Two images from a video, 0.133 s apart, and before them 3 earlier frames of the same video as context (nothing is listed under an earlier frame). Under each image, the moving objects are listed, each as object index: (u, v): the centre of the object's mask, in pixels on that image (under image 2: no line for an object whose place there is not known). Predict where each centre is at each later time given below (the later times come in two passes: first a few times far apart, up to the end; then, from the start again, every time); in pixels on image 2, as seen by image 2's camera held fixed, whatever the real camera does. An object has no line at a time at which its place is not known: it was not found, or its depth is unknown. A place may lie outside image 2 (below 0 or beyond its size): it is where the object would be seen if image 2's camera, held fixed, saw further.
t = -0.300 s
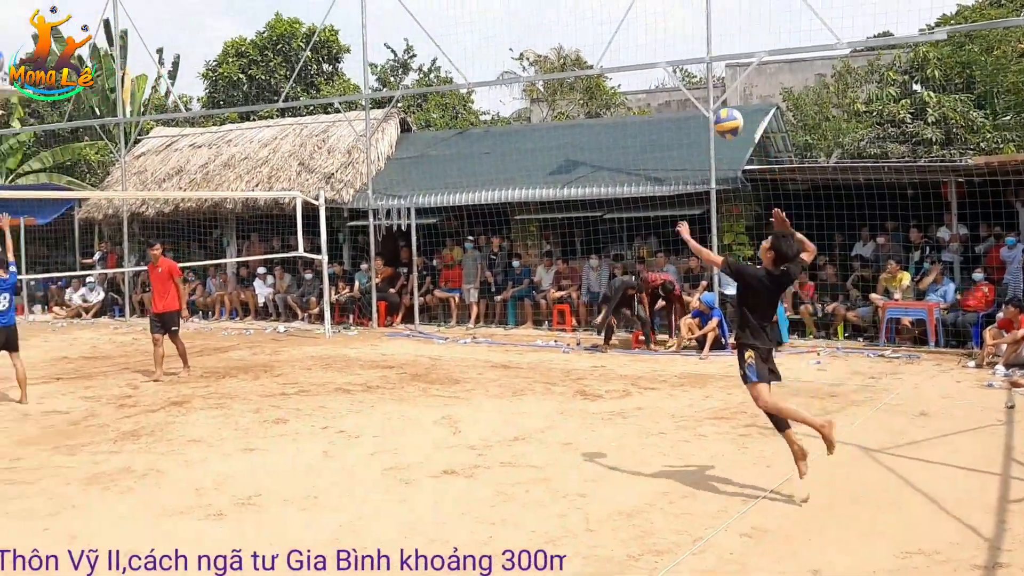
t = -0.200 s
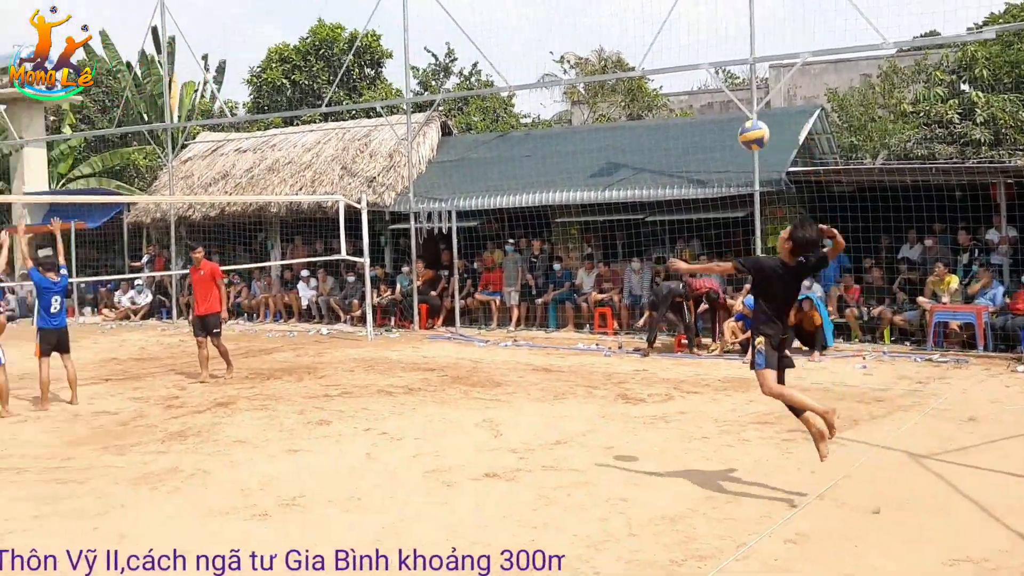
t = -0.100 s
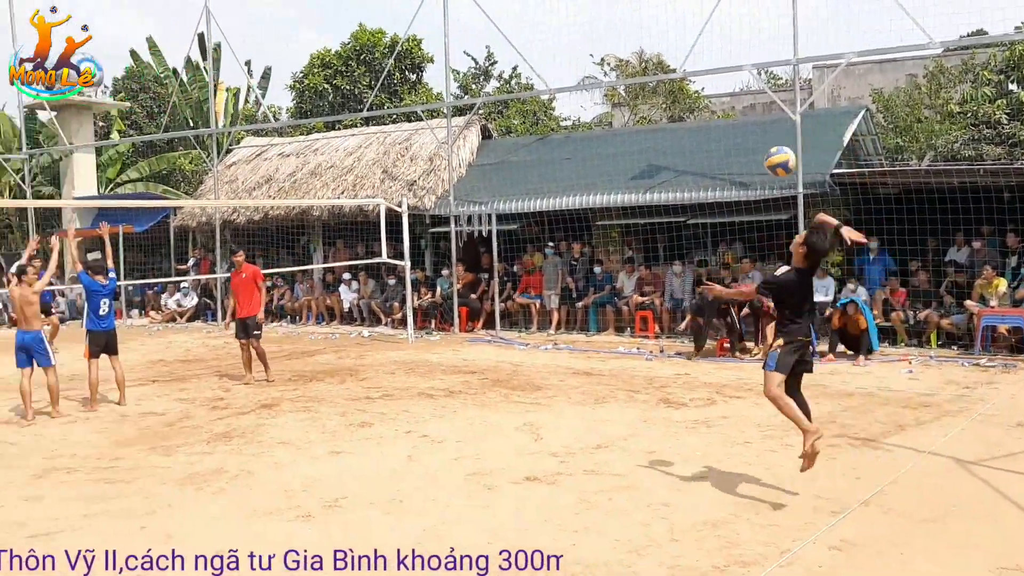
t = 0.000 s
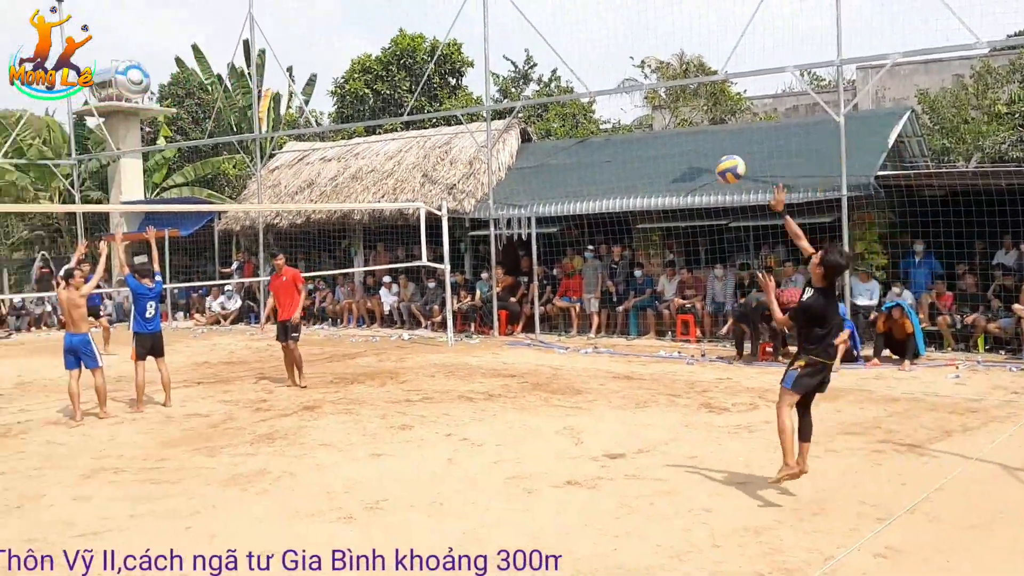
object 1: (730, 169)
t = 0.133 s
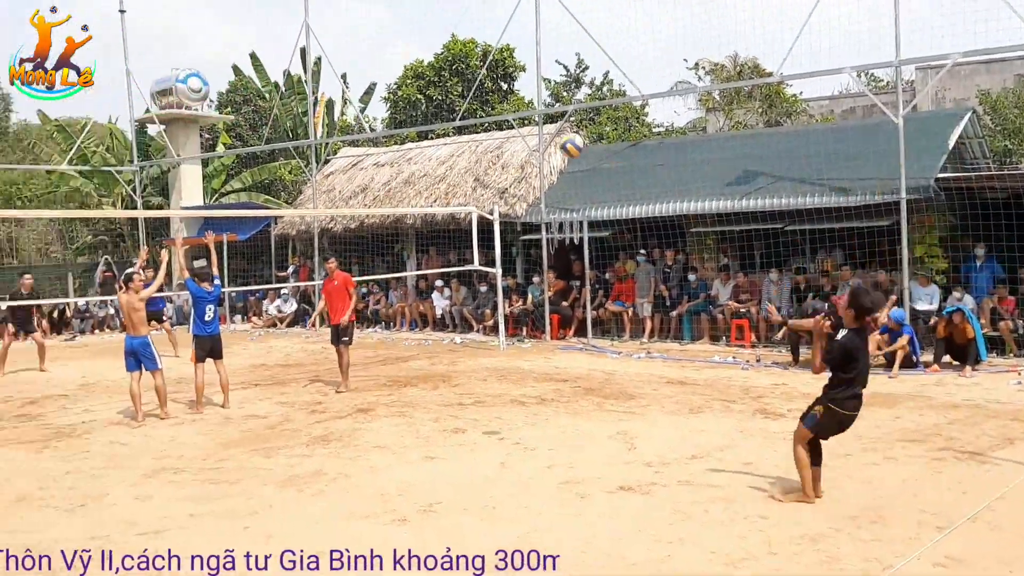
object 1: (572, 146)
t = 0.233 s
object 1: (450, 140)
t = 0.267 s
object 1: (415, 141)
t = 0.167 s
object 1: (528, 144)
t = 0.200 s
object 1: (487, 141)
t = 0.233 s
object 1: (450, 140)
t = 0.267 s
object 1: (415, 141)
